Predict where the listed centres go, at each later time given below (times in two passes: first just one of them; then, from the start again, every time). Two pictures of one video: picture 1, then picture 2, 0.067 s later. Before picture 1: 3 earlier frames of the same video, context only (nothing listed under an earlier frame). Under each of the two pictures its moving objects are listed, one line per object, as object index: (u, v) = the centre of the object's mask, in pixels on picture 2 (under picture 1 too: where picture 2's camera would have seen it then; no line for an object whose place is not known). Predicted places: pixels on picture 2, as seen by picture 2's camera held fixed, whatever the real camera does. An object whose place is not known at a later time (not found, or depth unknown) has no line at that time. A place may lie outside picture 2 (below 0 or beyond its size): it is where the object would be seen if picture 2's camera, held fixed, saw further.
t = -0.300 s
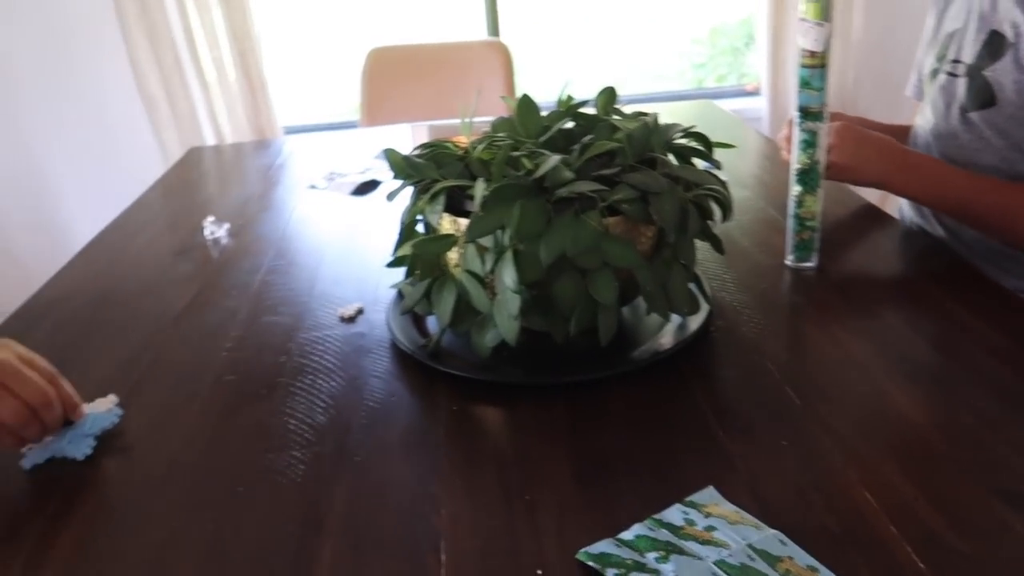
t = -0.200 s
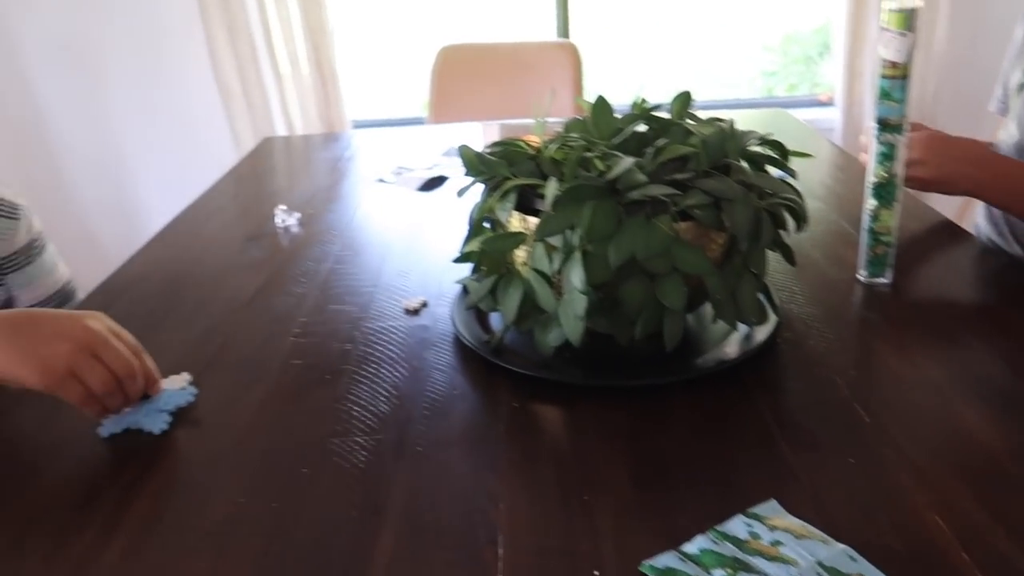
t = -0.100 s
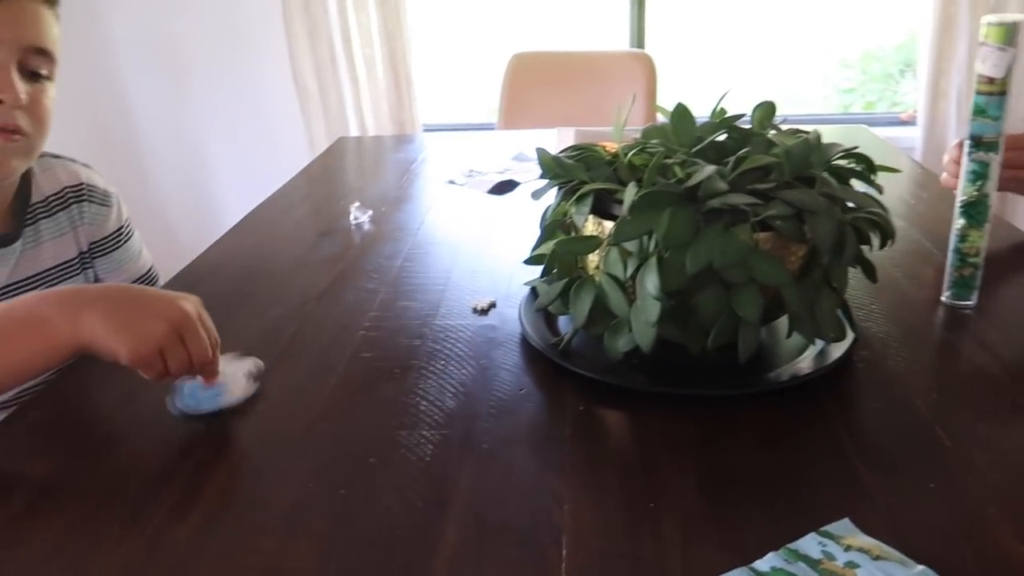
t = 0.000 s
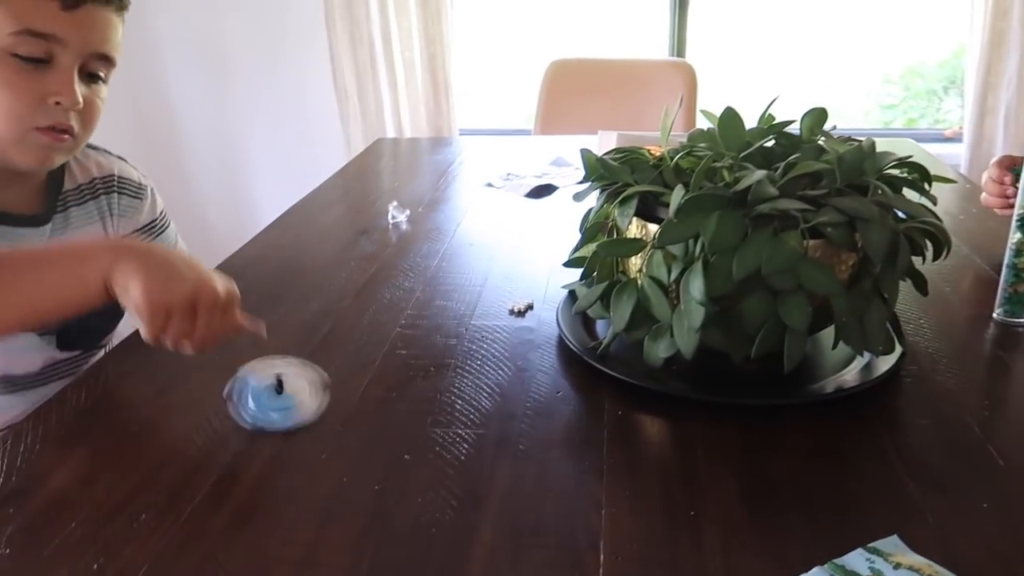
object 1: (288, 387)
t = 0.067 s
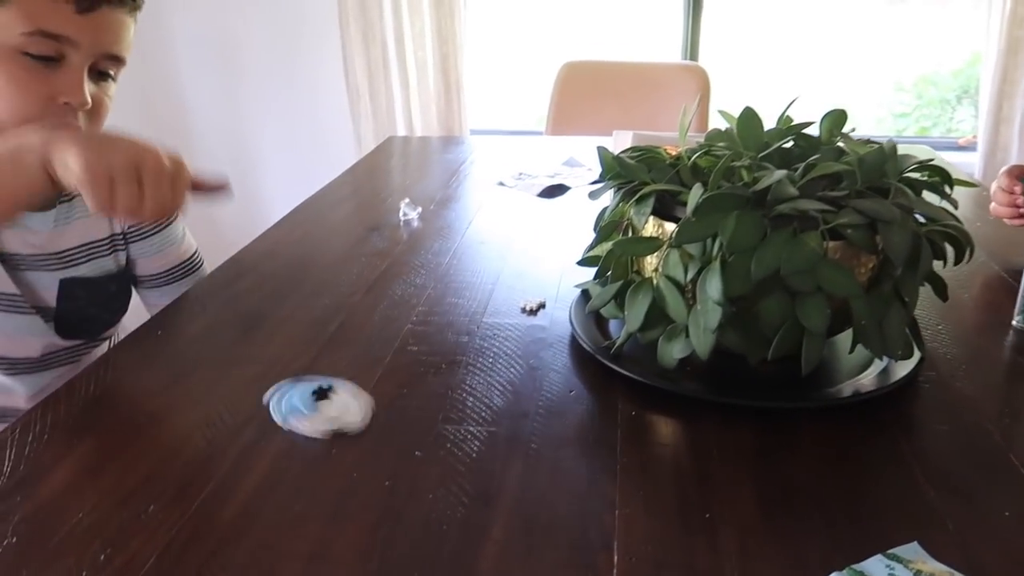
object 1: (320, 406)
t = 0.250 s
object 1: (409, 445)
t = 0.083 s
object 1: (328, 409)
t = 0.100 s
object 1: (337, 414)
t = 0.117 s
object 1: (345, 417)
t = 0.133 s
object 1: (354, 422)
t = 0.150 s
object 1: (362, 425)
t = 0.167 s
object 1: (370, 429)
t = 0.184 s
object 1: (379, 433)
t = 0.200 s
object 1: (386, 436)
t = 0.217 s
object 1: (394, 439)
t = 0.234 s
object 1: (400, 442)
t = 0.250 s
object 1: (409, 445)
